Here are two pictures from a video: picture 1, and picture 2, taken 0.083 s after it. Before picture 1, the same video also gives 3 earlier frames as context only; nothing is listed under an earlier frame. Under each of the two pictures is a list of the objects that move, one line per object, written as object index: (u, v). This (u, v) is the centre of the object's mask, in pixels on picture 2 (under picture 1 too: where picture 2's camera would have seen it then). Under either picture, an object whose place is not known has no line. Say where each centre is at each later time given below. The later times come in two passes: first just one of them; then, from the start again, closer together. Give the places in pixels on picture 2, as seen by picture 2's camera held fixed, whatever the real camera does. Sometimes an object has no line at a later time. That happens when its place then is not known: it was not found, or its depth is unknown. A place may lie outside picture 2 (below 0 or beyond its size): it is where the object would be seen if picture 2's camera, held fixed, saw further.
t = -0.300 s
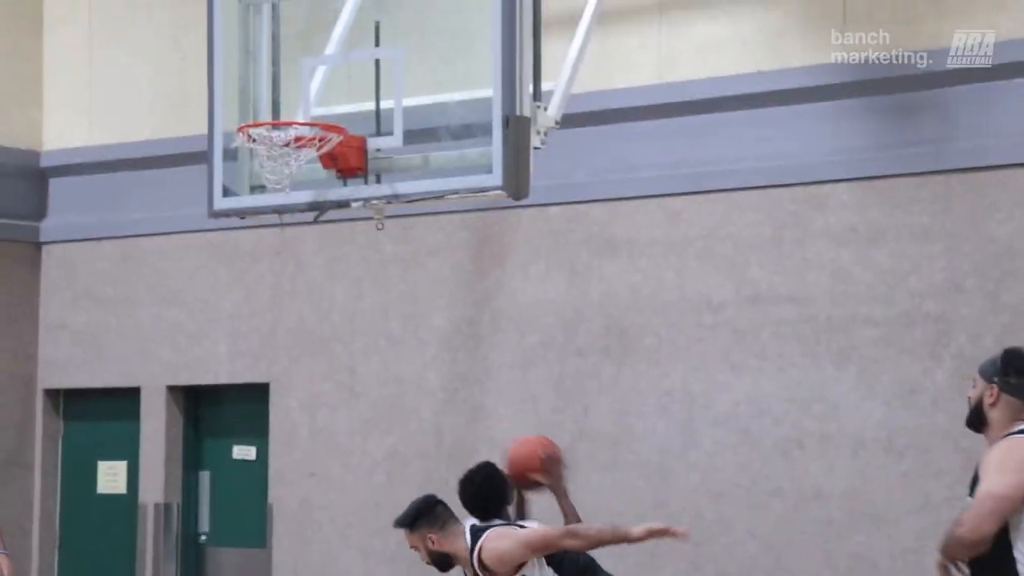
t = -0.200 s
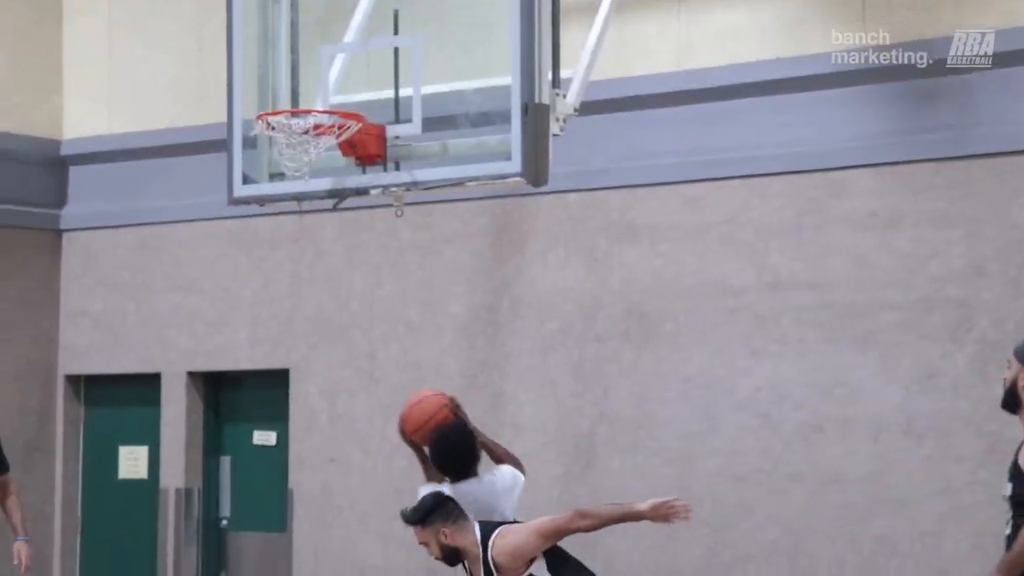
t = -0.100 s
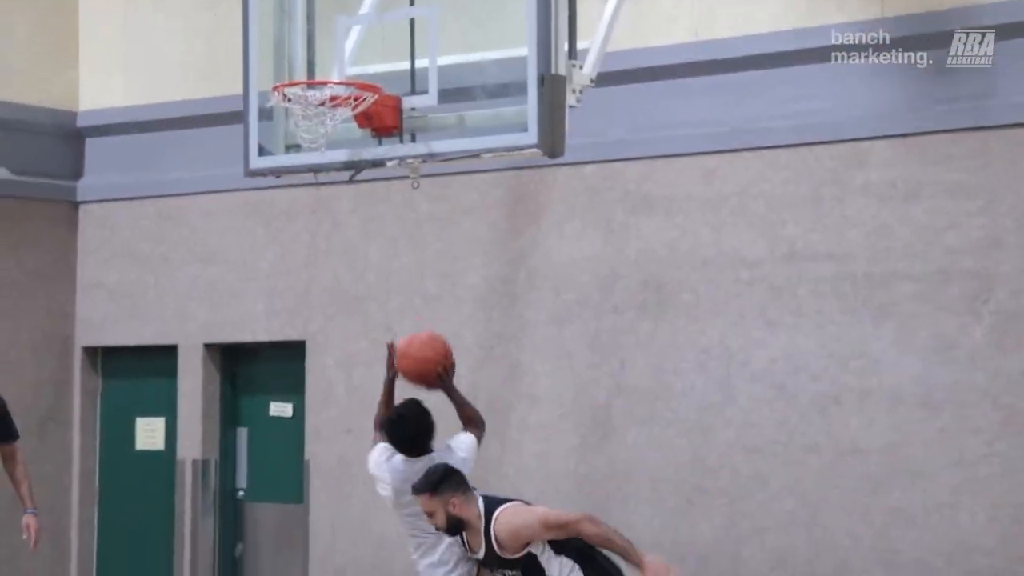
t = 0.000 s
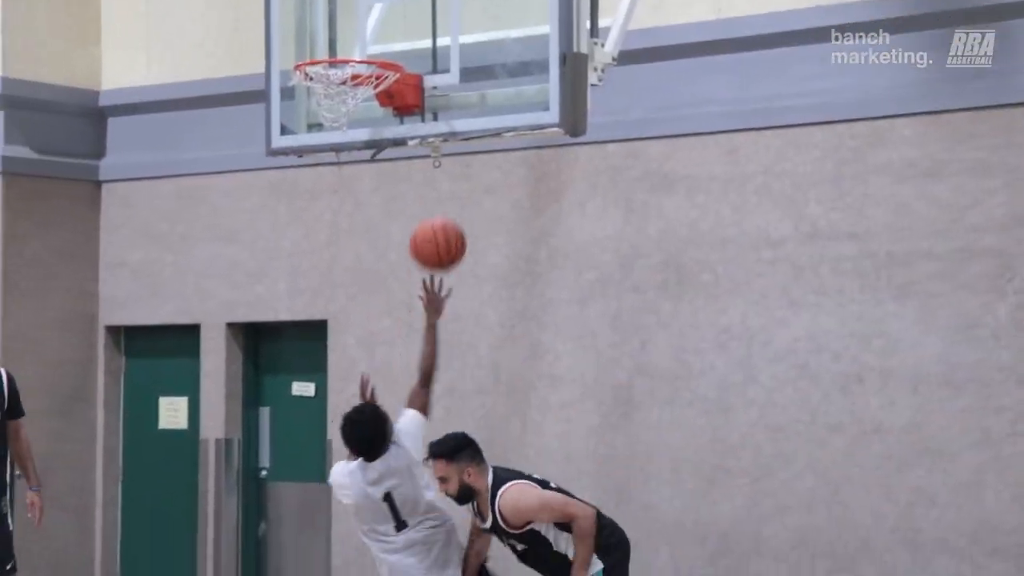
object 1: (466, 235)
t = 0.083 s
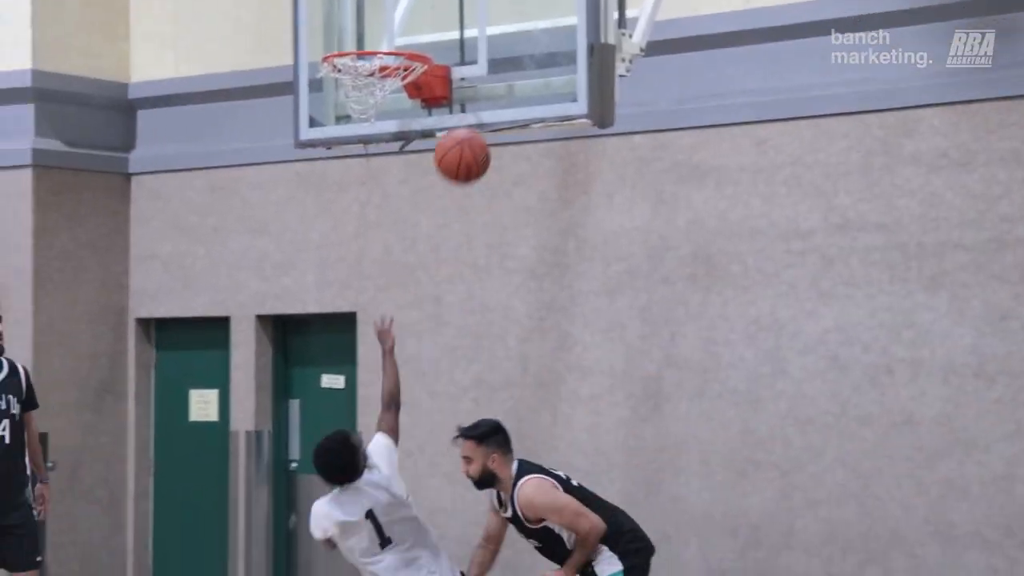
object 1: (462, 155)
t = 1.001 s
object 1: (371, 160)
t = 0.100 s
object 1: (462, 142)
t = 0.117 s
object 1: (461, 129)
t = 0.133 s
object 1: (460, 117)
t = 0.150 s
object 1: (459, 105)
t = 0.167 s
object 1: (458, 94)
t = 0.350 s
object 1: (452, 15)
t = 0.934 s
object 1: (369, 132)
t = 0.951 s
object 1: (369, 135)
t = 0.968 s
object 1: (369, 142)
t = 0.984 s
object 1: (370, 147)
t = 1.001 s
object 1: (371, 160)
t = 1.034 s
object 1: (372, 170)
